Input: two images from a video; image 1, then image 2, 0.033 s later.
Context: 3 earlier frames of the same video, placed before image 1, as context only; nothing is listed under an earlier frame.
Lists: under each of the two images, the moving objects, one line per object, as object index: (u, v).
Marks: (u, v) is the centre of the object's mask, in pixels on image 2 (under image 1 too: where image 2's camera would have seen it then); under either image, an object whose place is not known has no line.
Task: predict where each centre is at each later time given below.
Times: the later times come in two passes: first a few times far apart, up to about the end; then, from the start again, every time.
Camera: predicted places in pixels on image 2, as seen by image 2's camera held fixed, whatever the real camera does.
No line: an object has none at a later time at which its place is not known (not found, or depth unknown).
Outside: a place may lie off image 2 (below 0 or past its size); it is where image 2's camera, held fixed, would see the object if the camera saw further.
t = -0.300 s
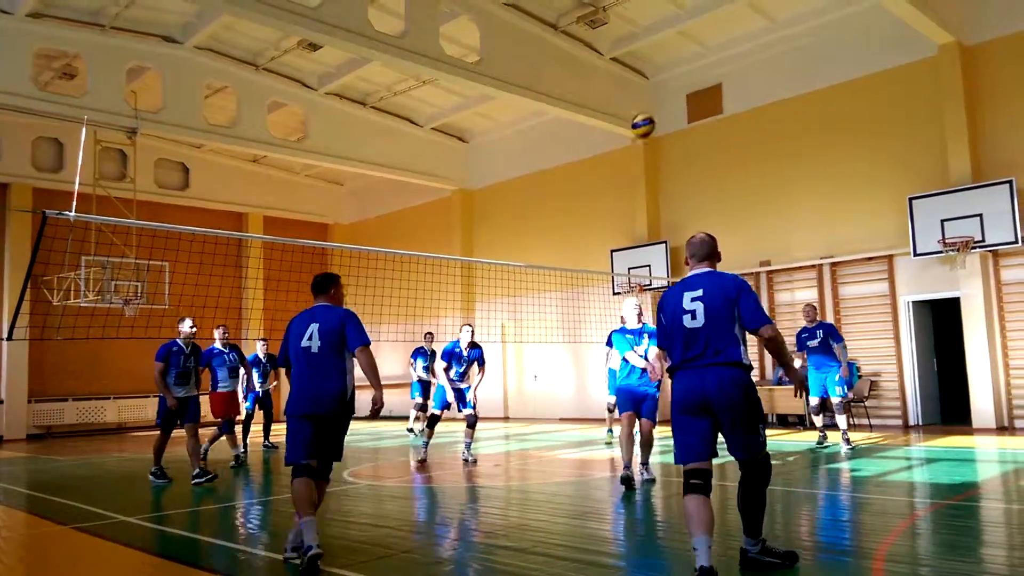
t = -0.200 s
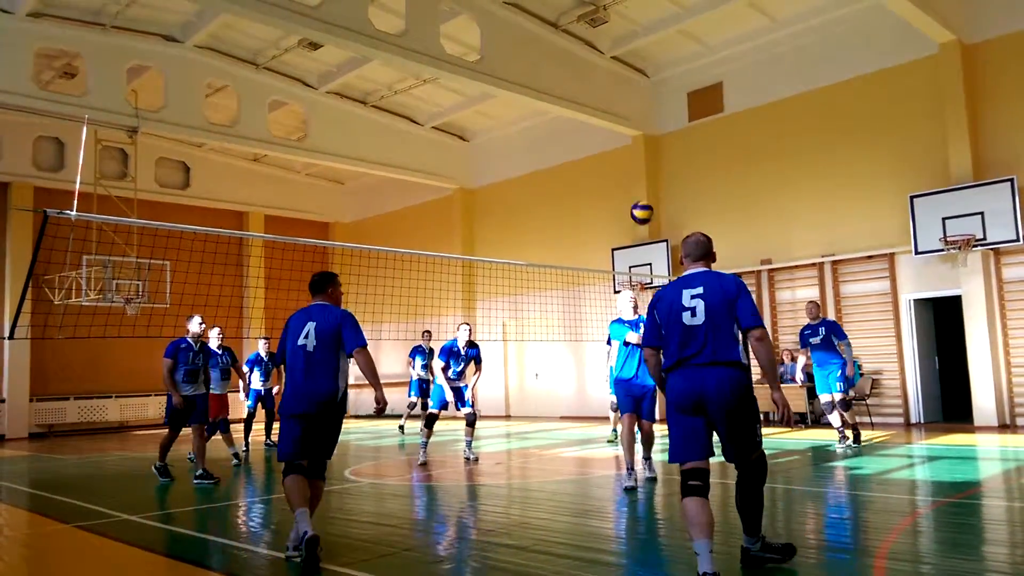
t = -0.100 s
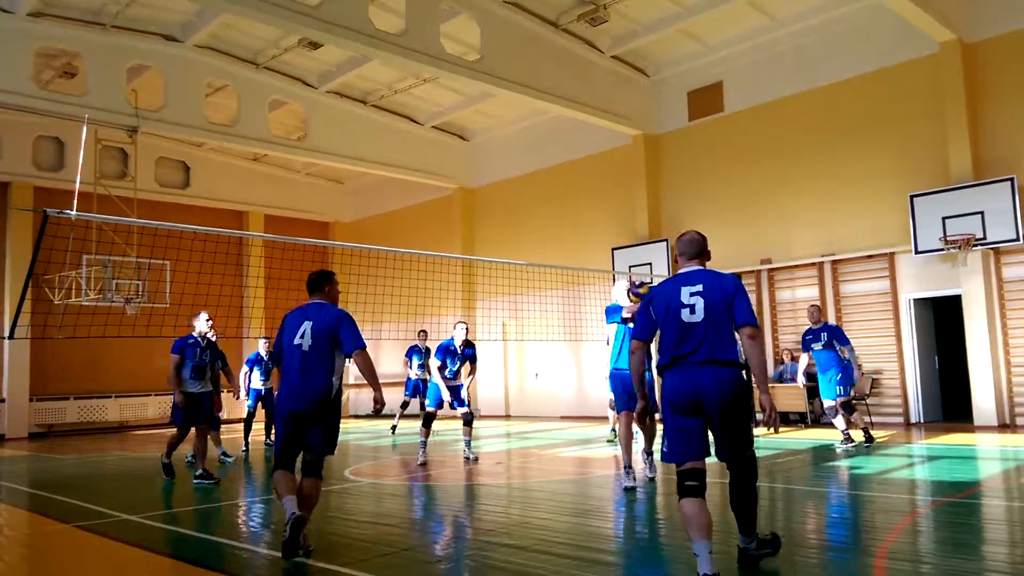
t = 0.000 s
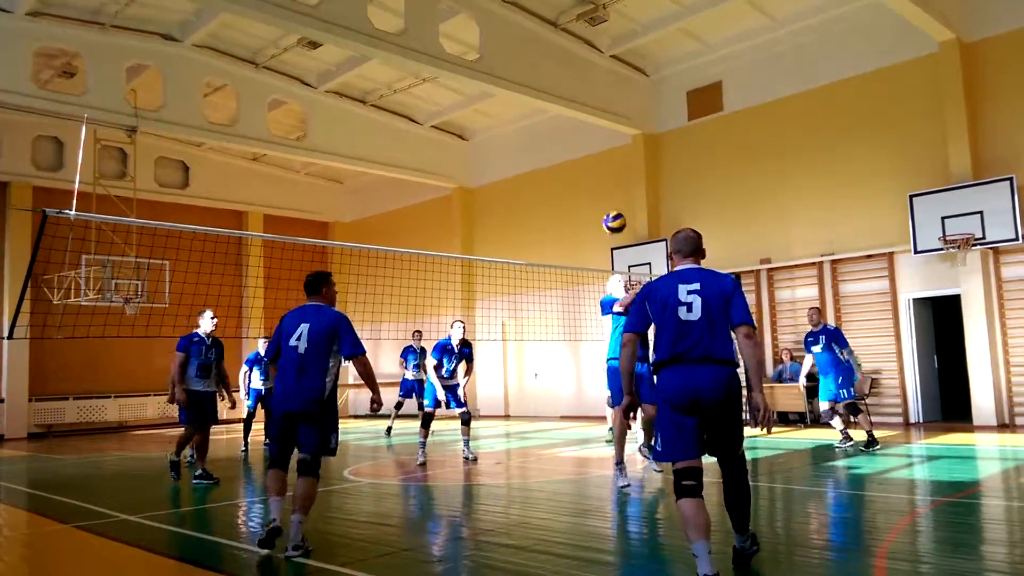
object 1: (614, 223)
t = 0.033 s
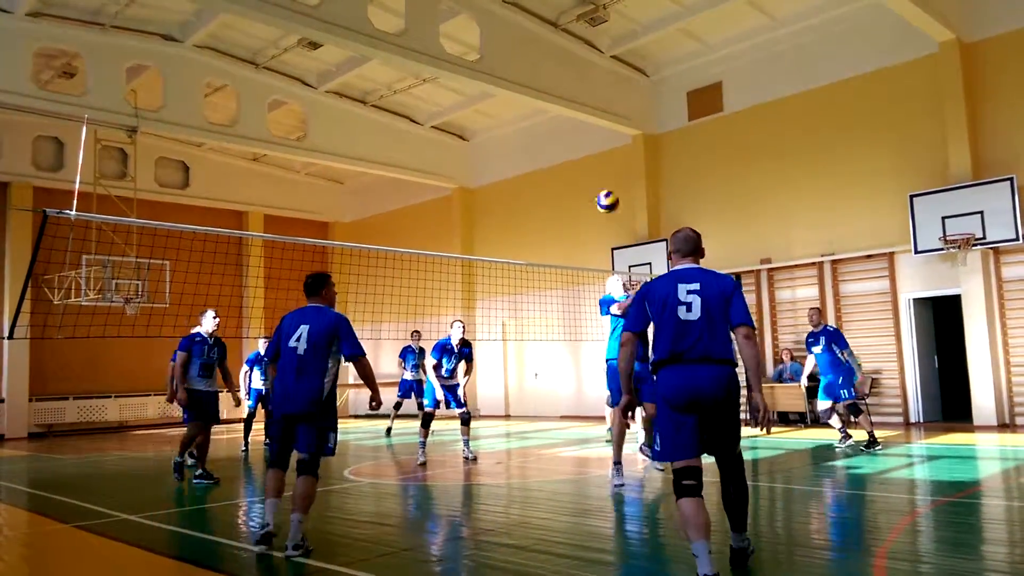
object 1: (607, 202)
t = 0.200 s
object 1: (571, 116)
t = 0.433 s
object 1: (522, 44)
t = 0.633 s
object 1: (483, 28)
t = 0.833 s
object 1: (443, 51)
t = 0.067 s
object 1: (600, 182)
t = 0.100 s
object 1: (592, 164)
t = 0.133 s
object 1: (585, 147)
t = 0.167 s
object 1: (578, 131)
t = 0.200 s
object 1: (571, 116)
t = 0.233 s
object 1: (564, 102)
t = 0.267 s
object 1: (557, 90)
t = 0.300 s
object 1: (550, 78)
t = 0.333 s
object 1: (543, 68)
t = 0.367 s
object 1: (536, 58)
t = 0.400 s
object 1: (529, 51)
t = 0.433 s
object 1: (522, 44)
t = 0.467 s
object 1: (515, 39)
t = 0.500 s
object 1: (509, 34)
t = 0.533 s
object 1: (502, 31)
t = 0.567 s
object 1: (496, 29)
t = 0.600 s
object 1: (489, 27)
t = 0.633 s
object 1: (483, 28)
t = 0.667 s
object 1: (476, 29)
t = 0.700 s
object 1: (470, 31)
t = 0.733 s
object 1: (464, 34)
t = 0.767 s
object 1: (457, 38)
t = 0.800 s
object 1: (449, 44)
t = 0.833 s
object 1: (443, 51)
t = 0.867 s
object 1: (437, 58)
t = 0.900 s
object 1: (430, 69)
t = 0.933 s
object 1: (424, 81)
